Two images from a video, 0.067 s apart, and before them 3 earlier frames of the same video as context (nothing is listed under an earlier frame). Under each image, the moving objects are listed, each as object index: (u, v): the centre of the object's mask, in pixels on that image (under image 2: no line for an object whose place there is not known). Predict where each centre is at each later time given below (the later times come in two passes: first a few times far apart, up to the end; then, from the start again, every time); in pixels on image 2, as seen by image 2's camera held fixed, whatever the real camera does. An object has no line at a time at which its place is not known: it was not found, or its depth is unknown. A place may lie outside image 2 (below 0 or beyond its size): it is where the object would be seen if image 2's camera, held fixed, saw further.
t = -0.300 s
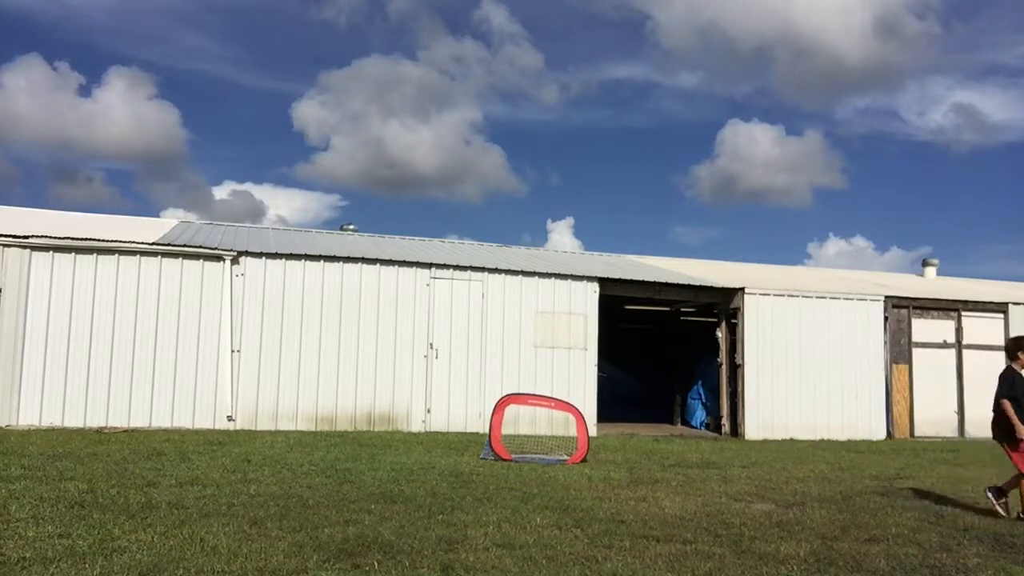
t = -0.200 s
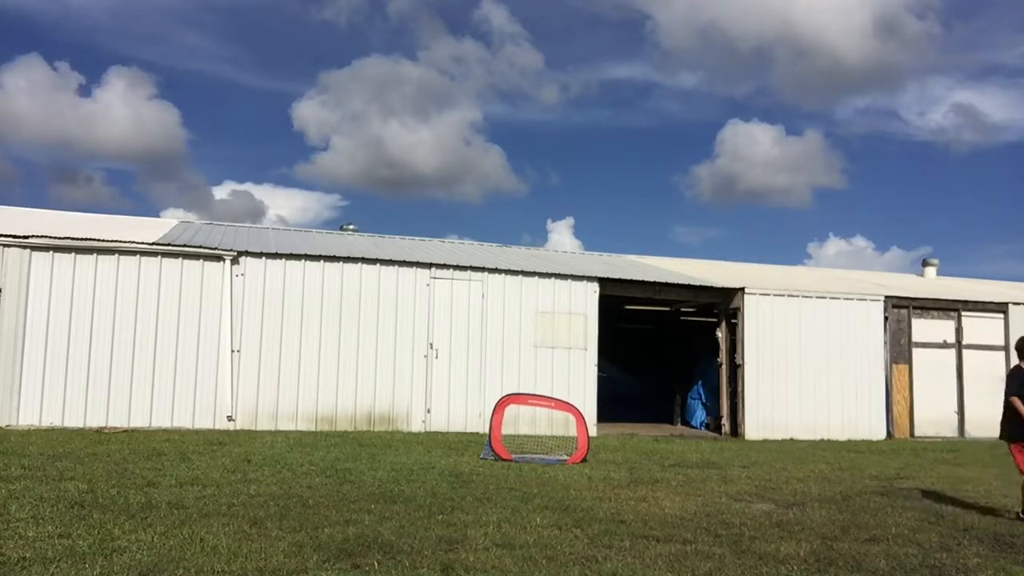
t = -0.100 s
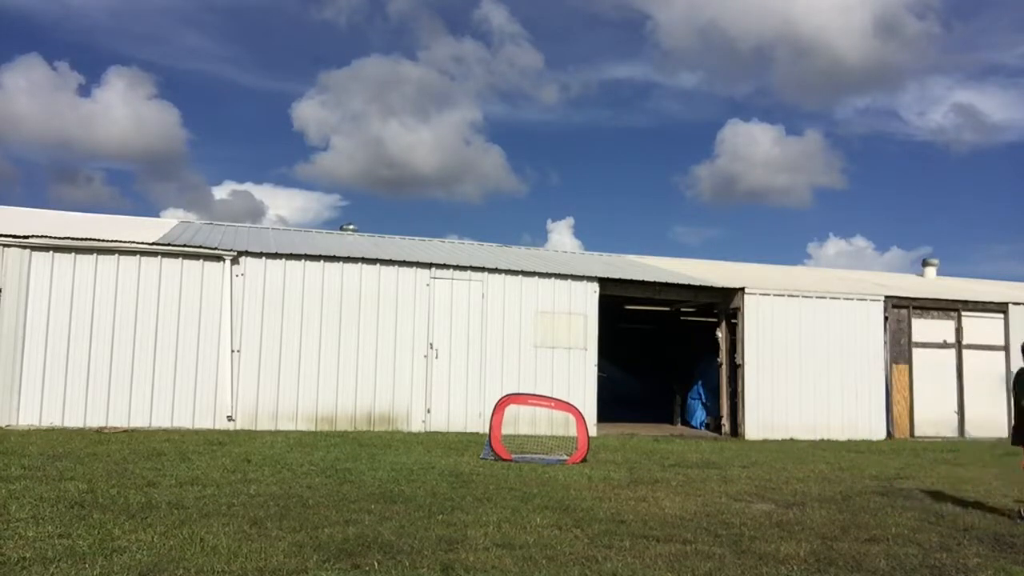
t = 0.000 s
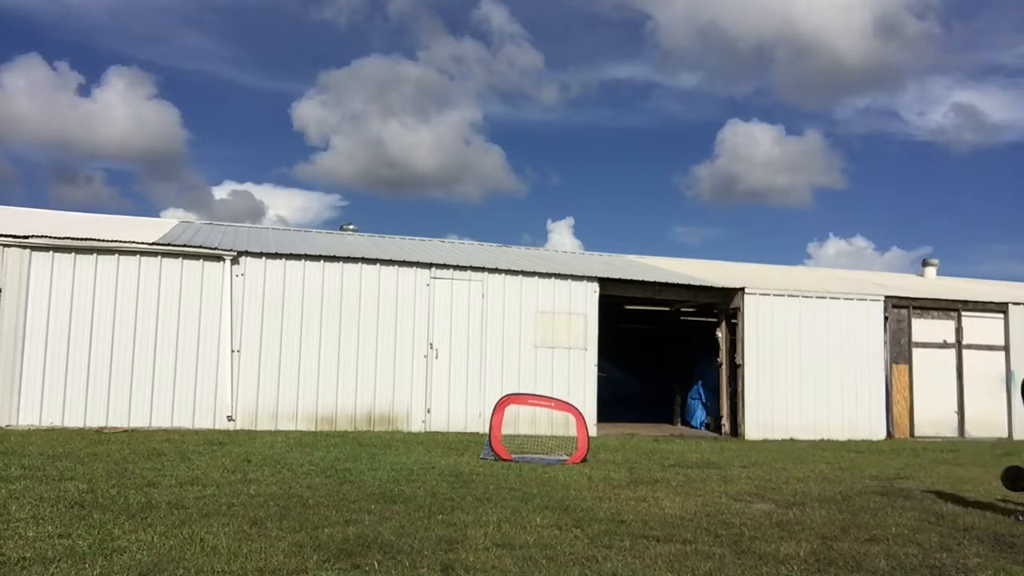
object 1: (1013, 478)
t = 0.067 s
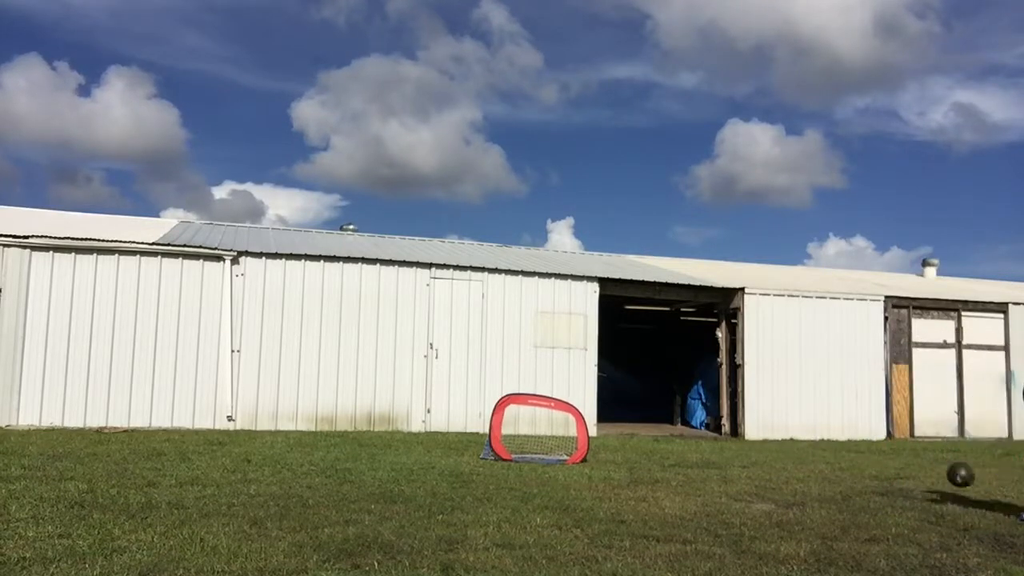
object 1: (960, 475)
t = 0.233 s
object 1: (840, 487)
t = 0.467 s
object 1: (742, 473)
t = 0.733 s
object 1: (672, 466)
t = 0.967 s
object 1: (626, 461)
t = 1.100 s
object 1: (604, 459)
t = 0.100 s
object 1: (934, 475)
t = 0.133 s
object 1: (909, 477)
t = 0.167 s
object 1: (885, 480)
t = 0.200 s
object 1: (862, 485)
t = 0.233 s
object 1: (840, 487)
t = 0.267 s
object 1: (823, 484)
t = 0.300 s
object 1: (808, 480)
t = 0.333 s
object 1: (794, 477)
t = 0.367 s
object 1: (780, 474)
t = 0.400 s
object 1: (767, 474)
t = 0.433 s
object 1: (753, 473)
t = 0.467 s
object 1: (742, 473)
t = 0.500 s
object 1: (731, 471)
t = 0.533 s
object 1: (722, 469)
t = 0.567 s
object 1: (713, 468)
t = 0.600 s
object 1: (705, 467)
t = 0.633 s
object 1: (697, 467)
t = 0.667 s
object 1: (688, 466)
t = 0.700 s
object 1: (680, 466)
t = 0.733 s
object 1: (672, 466)
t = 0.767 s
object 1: (665, 464)
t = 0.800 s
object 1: (658, 463)
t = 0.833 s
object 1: (652, 462)
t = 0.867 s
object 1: (646, 461)
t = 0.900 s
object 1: (638, 462)
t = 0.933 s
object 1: (632, 462)
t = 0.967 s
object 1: (626, 461)
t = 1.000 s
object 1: (620, 459)
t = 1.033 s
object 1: (615, 458)
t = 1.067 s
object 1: (609, 458)
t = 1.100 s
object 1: (604, 459)
